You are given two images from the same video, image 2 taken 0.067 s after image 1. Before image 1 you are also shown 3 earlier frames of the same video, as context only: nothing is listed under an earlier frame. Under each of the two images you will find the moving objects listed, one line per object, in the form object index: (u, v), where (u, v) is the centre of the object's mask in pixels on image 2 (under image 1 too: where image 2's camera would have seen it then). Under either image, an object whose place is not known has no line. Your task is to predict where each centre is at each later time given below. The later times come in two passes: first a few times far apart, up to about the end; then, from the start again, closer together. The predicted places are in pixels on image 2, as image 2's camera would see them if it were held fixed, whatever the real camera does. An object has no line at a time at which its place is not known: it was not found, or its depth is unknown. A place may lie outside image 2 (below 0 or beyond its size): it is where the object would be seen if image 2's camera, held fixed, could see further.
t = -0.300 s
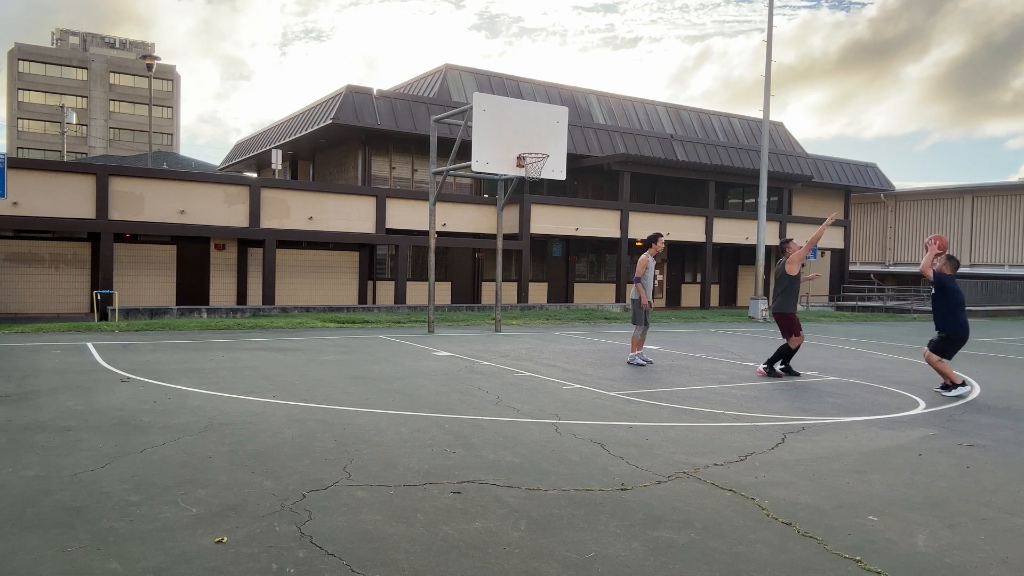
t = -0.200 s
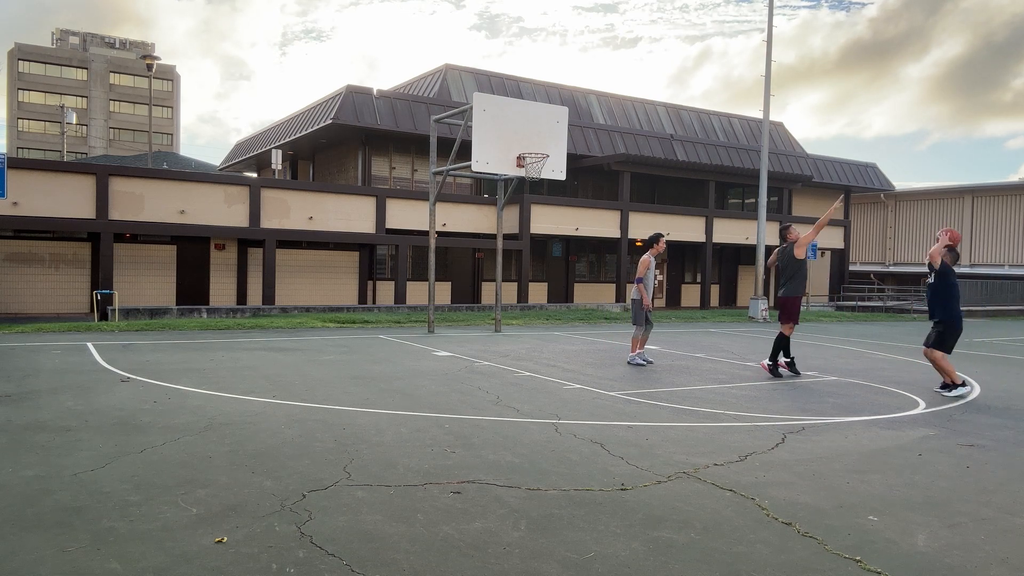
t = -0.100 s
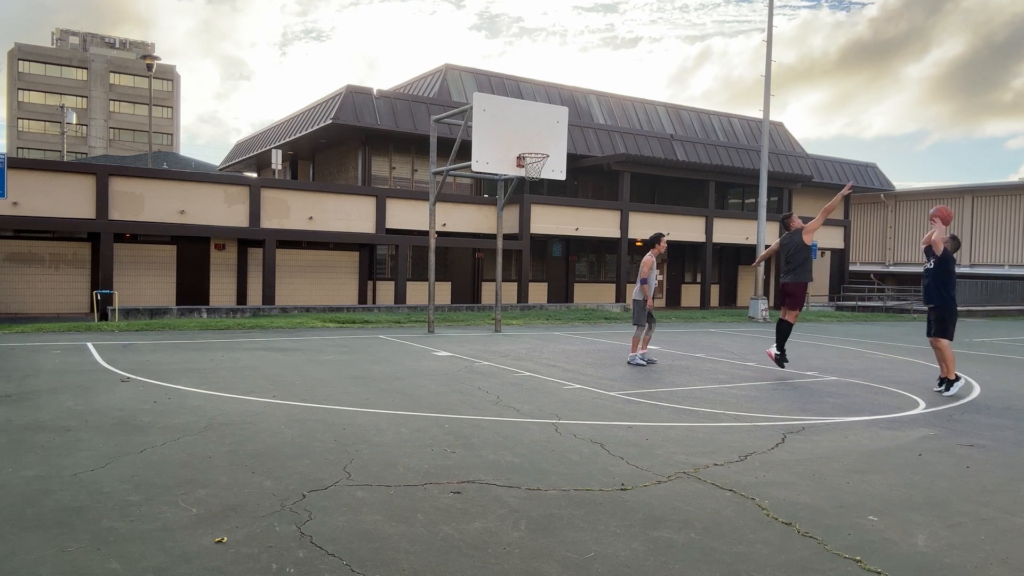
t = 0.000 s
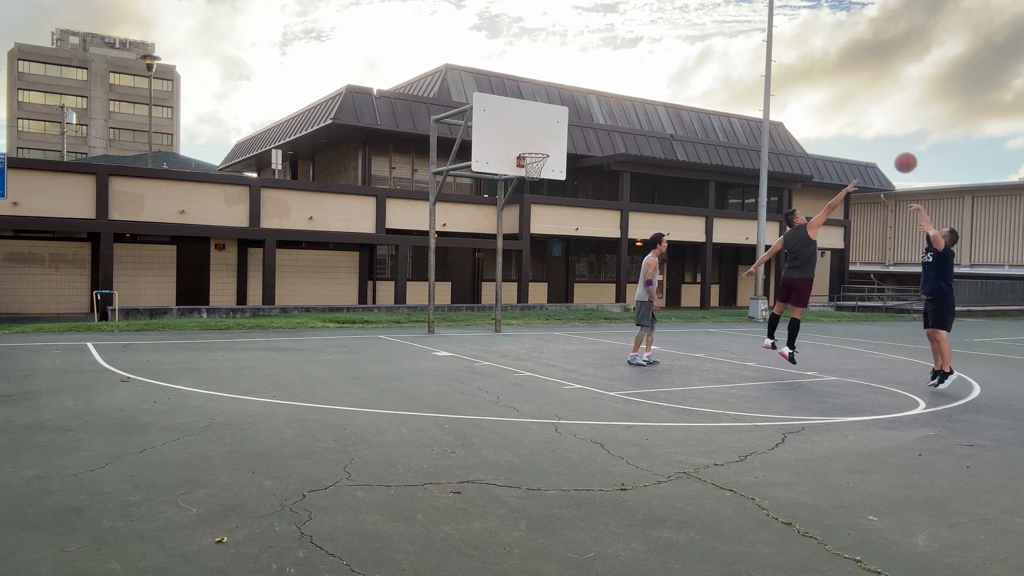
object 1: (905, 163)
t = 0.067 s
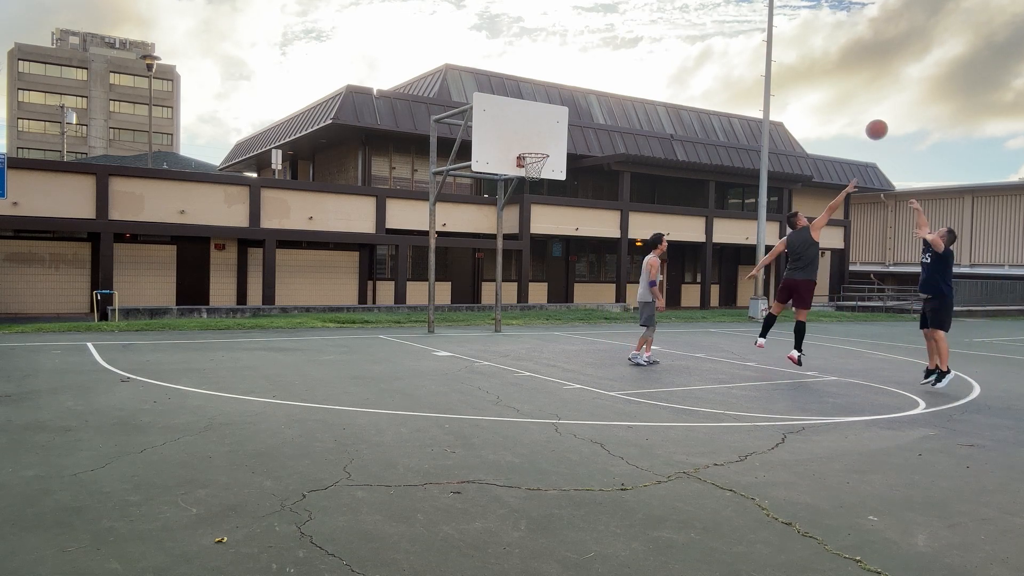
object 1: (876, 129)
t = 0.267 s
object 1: (796, 58)
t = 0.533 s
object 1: (703, 20)
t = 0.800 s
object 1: (623, 35)
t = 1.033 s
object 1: (560, 84)
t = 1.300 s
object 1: (501, 168)
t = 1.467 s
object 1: (510, 218)
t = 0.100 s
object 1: (862, 115)
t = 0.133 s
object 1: (849, 101)
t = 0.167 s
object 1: (835, 89)
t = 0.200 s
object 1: (822, 77)
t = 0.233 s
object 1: (809, 67)
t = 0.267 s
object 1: (796, 58)
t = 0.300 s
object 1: (784, 50)
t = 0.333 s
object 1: (772, 43)
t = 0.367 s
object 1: (759, 37)
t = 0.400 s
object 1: (748, 32)
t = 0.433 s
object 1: (737, 27)
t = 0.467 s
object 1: (725, 24)
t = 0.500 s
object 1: (714, 22)
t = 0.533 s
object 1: (703, 20)
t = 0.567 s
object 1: (693, 19)
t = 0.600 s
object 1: (682, 19)
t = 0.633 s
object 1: (672, 20)
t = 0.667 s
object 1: (662, 22)
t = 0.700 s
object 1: (652, 24)
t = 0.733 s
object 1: (642, 27)
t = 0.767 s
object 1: (632, 31)
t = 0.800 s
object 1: (623, 35)
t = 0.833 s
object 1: (613, 40)
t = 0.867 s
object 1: (604, 46)
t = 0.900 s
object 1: (595, 52)
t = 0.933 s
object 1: (586, 59)
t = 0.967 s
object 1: (577, 67)
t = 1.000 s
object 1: (568, 75)
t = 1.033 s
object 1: (560, 84)
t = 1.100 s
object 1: (543, 102)
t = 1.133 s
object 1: (535, 113)
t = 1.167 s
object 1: (527, 124)
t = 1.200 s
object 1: (519, 135)
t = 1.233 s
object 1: (512, 146)
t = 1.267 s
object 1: (504, 158)
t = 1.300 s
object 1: (501, 168)
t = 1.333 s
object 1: (503, 176)
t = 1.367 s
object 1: (505, 185)
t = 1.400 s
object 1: (507, 195)
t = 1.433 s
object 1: (509, 206)
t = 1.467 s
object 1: (510, 218)
